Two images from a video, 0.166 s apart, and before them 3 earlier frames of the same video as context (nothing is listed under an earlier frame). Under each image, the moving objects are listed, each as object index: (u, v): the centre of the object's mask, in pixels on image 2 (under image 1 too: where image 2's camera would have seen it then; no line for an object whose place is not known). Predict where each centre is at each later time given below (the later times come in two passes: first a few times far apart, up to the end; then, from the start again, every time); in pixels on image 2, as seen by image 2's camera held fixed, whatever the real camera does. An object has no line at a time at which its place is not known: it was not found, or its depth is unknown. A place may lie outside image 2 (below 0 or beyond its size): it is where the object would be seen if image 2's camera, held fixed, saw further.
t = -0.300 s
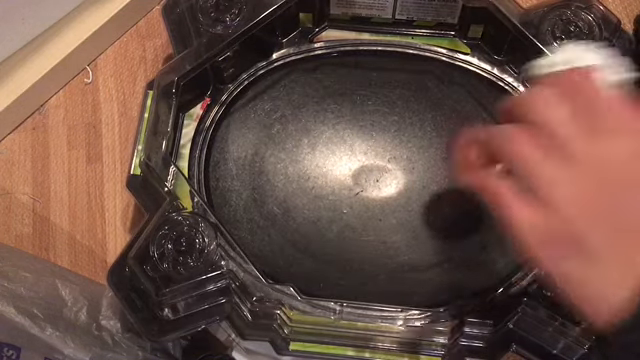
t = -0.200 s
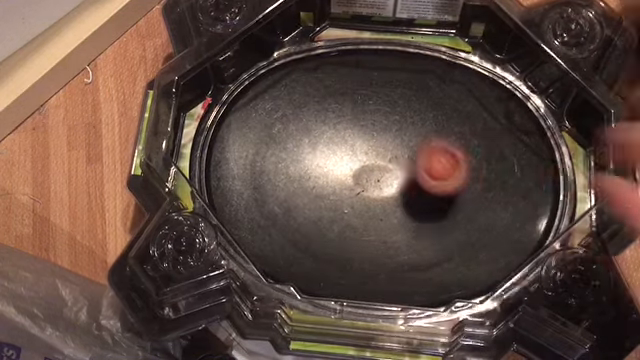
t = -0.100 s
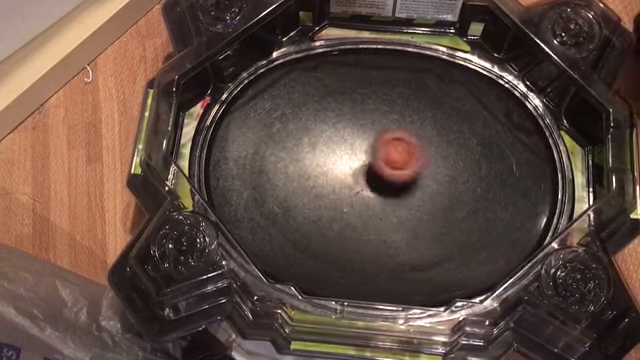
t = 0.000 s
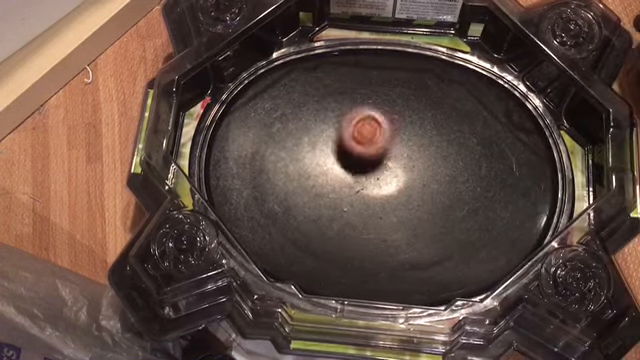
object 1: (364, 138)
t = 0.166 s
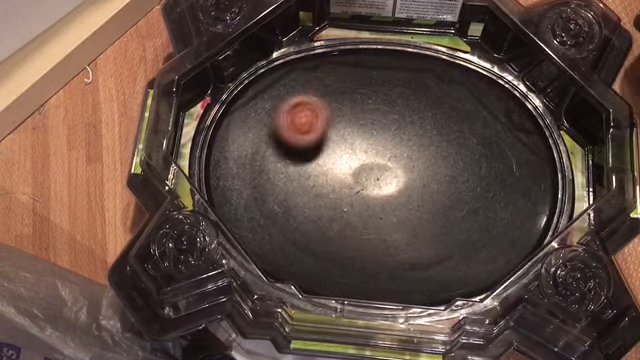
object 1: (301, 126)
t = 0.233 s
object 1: (281, 149)
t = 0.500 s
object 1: (403, 264)
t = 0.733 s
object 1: (555, 135)
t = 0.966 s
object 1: (319, 64)
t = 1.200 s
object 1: (263, 230)
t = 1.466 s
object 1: (568, 195)
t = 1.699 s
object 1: (415, 64)
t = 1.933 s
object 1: (208, 162)
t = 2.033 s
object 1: (245, 262)
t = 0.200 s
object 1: (289, 136)
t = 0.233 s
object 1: (281, 149)
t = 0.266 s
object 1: (276, 165)
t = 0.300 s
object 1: (277, 184)
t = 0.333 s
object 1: (286, 205)
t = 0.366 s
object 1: (300, 225)
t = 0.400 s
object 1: (319, 241)
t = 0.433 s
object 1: (343, 254)
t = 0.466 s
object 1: (373, 261)
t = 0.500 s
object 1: (403, 264)
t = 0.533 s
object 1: (438, 262)
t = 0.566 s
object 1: (473, 253)
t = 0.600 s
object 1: (504, 236)
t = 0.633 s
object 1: (527, 218)
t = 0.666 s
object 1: (553, 193)
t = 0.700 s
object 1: (562, 158)
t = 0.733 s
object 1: (555, 135)
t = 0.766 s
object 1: (533, 116)
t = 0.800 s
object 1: (501, 103)
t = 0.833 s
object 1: (469, 90)
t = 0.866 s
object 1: (436, 74)
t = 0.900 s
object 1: (399, 66)
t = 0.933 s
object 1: (359, 62)
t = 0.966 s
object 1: (319, 64)
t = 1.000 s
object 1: (281, 73)
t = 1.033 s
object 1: (242, 84)
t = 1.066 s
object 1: (219, 115)
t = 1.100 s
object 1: (195, 143)
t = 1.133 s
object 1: (197, 185)
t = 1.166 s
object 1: (227, 206)
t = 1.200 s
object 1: (263, 230)
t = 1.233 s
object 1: (301, 254)
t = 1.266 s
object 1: (349, 266)
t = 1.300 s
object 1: (394, 272)
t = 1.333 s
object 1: (439, 274)
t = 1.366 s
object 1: (481, 265)
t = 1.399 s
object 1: (515, 250)
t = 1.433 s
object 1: (543, 223)
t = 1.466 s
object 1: (568, 195)
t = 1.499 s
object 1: (575, 161)
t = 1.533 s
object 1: (563, 130)
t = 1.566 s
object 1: (538, 114)
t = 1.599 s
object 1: (511, 98)
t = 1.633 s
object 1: (481, 83)
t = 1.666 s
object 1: (448, 72)
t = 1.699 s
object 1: (415, 64)
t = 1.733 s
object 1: (380, 57)
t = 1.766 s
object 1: (340, 60)
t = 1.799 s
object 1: (303, 68)
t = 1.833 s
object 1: (270, 80)
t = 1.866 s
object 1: (237, 96)
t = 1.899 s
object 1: (214, 128)
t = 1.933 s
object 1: (208, 162)
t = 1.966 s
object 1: (215, 197)
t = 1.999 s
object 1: (227, 234)
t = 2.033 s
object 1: (245, 262)
